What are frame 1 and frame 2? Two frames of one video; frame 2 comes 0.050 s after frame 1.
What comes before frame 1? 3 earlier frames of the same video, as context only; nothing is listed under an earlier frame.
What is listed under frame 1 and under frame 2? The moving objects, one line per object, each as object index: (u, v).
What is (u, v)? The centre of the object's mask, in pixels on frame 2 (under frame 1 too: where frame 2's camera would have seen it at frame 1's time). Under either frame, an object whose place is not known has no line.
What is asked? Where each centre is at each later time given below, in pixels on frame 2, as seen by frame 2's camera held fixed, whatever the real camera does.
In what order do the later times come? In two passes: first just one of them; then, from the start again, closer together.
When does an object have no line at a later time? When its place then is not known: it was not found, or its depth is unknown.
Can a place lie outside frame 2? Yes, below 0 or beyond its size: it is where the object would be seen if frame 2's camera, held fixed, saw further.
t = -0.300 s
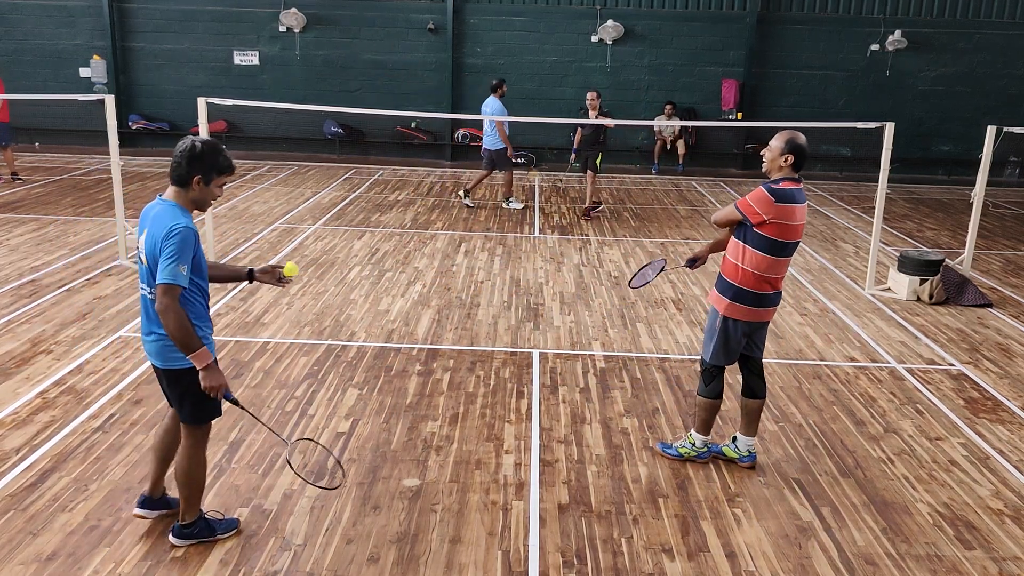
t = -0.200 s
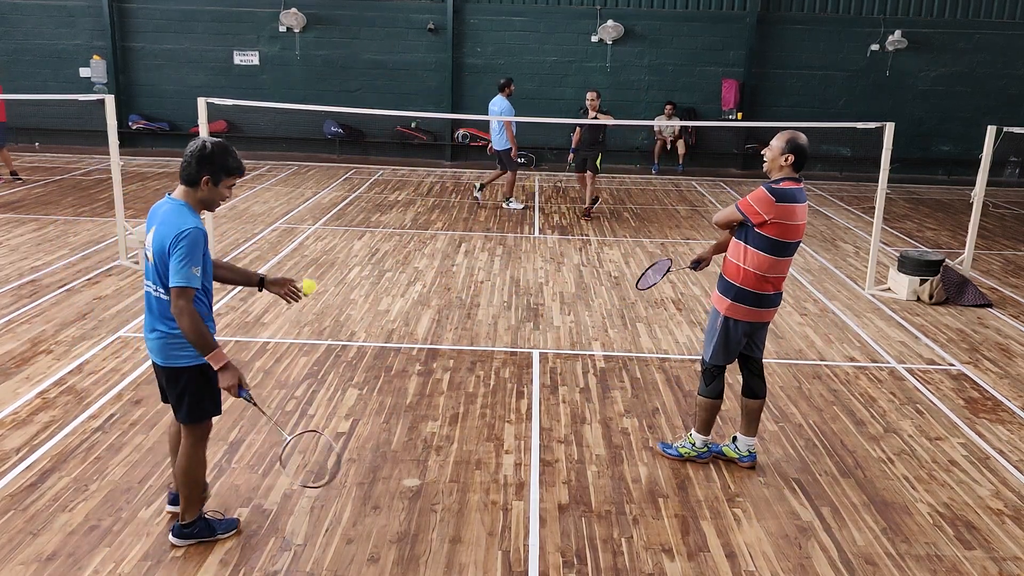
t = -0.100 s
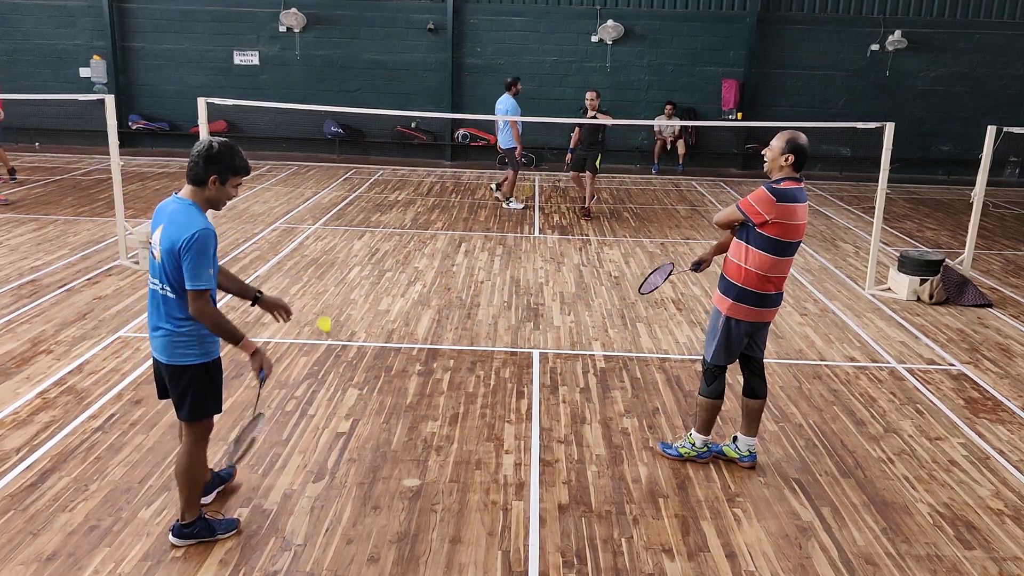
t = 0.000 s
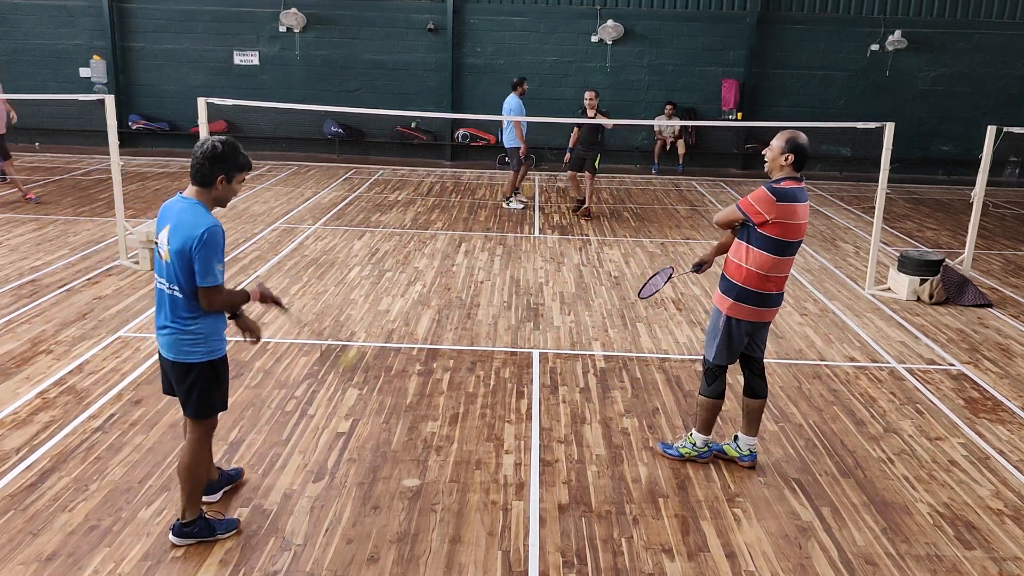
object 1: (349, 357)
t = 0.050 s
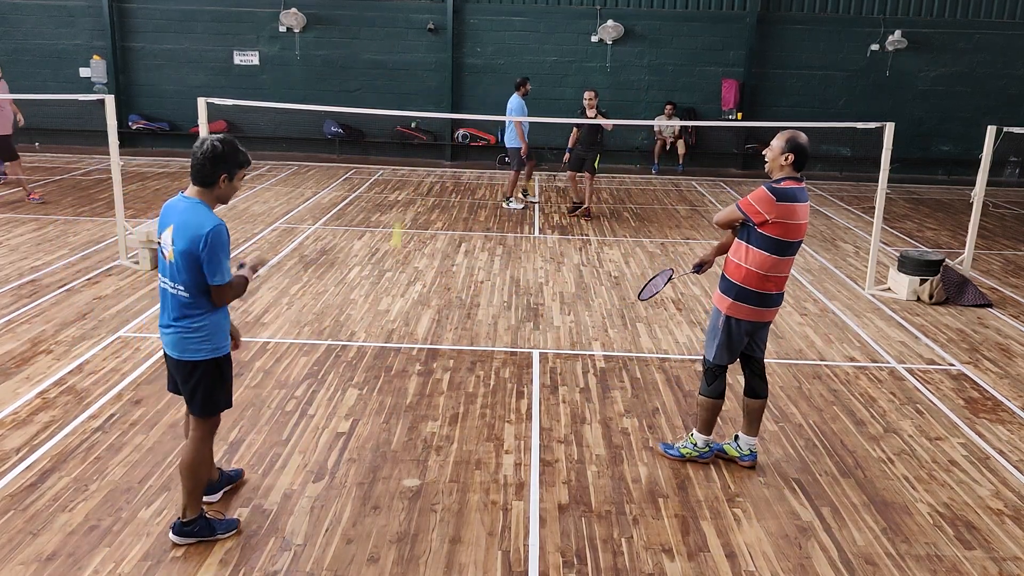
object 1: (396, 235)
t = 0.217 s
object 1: (468, 79)
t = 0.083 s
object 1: (419, 187)
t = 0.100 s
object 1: (429, 167)
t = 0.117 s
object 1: (437, 149)
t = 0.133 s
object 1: (443, 133)
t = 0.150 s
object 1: (448, 119)
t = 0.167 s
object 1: (454, 106)
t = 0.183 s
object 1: (459, 96)
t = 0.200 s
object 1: (464, 87)
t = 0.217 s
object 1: (468, 79)
